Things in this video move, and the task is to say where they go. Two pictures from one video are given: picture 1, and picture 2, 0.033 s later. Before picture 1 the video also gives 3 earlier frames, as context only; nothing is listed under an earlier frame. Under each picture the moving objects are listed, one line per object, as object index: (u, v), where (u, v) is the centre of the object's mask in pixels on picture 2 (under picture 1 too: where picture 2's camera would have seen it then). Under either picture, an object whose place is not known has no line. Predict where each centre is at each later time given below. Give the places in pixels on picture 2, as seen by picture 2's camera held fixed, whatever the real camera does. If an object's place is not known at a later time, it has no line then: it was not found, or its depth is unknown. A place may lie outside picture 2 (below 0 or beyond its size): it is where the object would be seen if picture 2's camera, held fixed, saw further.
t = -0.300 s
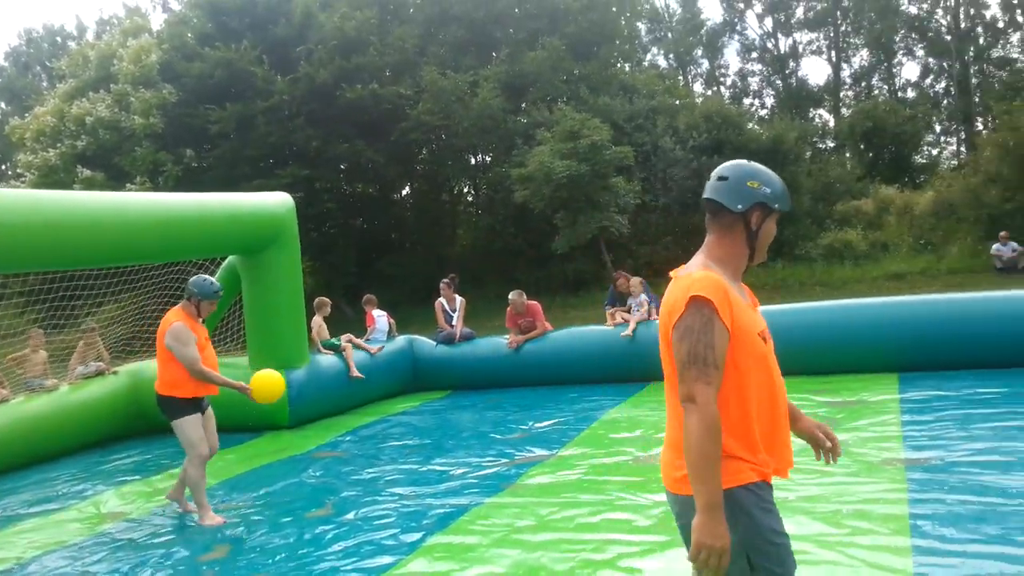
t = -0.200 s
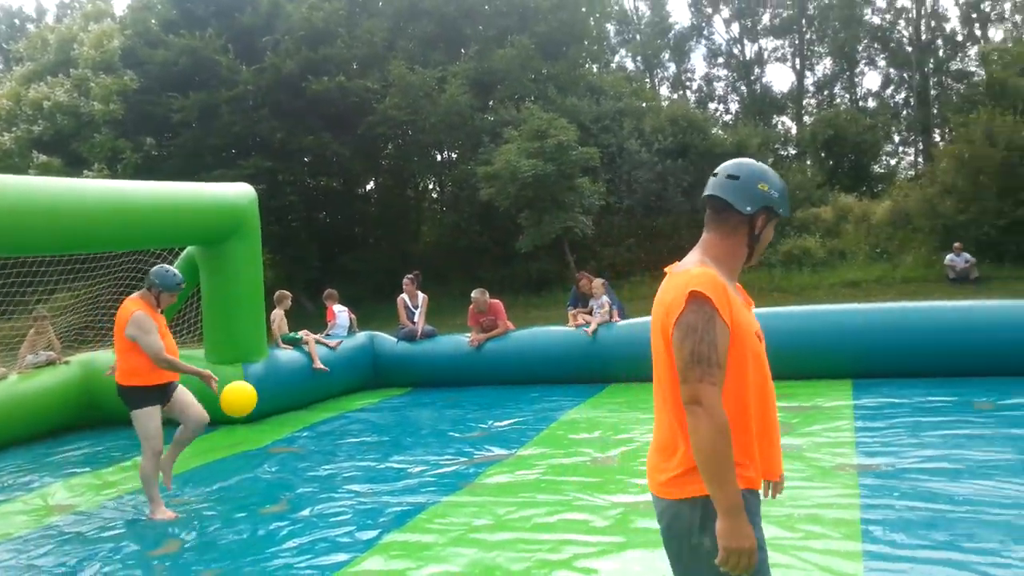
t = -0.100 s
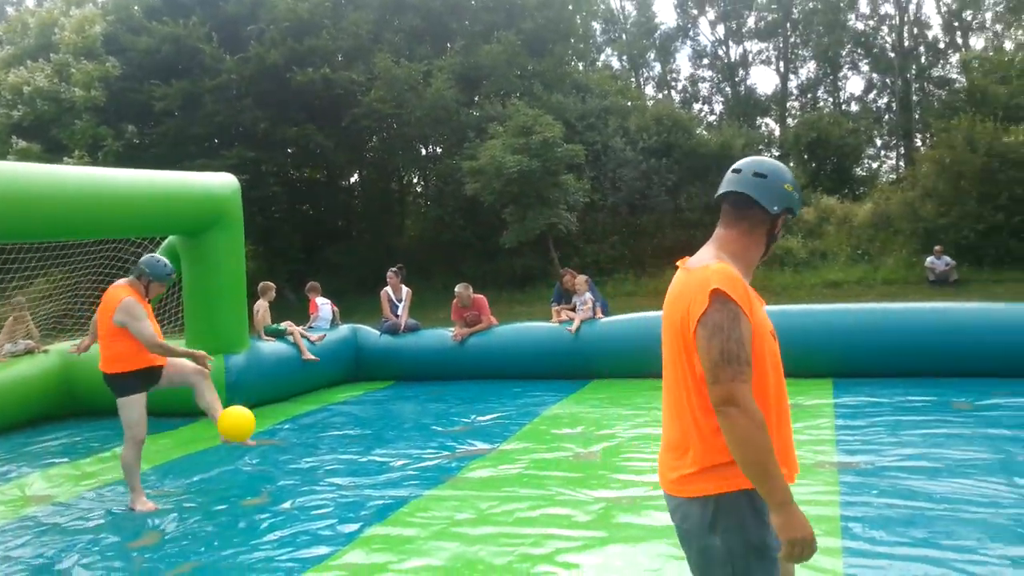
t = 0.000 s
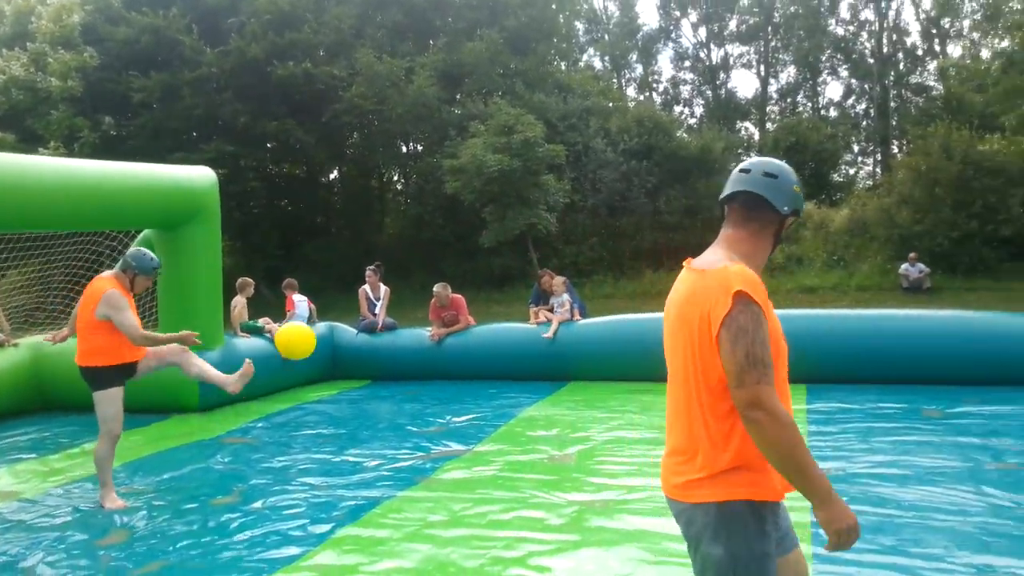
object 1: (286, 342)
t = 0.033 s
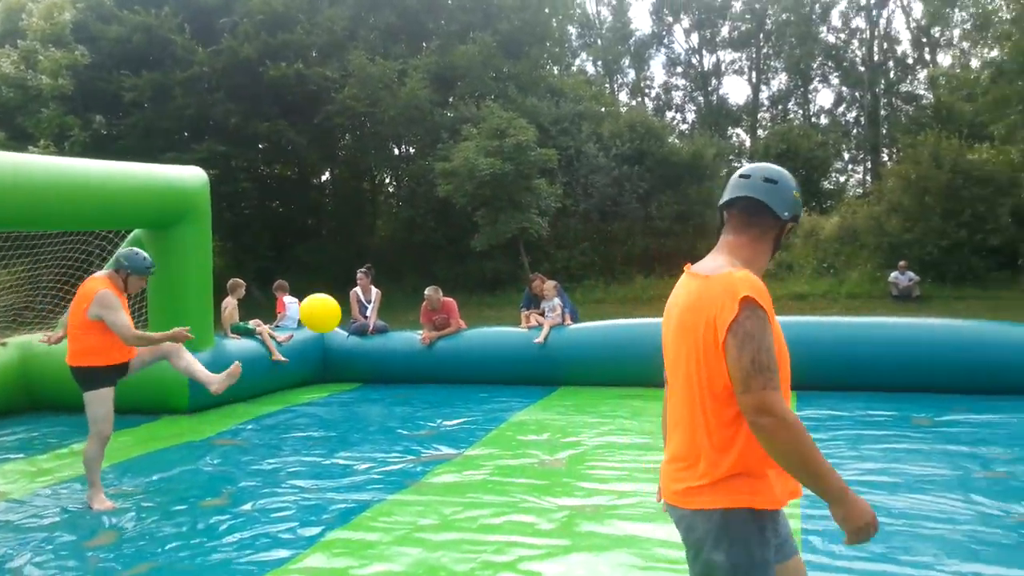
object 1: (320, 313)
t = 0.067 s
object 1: (356, 283)
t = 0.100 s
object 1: (396, 253)
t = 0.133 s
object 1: (440, 223)
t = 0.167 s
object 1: (487, 193)
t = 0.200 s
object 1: (537, 164)
